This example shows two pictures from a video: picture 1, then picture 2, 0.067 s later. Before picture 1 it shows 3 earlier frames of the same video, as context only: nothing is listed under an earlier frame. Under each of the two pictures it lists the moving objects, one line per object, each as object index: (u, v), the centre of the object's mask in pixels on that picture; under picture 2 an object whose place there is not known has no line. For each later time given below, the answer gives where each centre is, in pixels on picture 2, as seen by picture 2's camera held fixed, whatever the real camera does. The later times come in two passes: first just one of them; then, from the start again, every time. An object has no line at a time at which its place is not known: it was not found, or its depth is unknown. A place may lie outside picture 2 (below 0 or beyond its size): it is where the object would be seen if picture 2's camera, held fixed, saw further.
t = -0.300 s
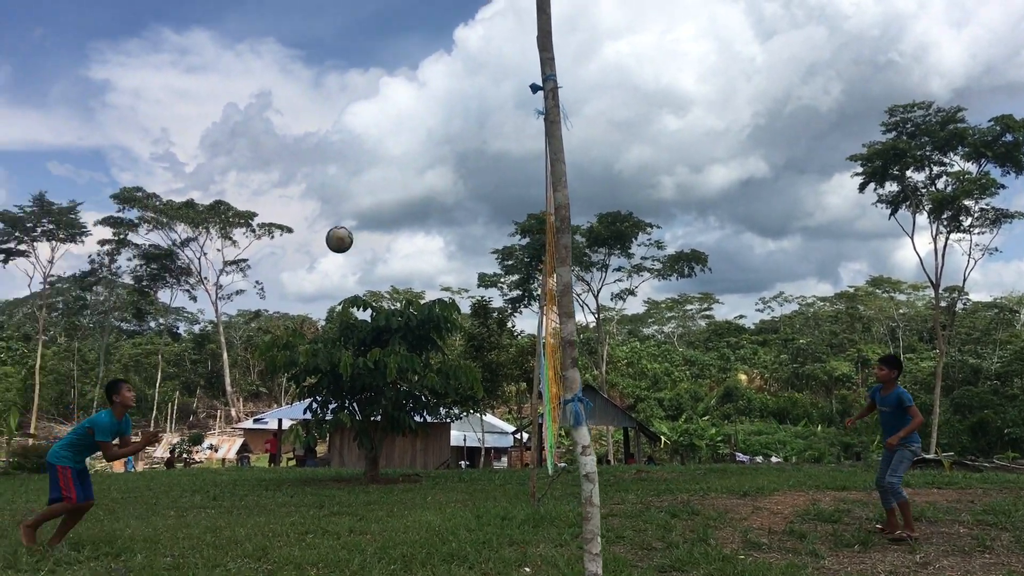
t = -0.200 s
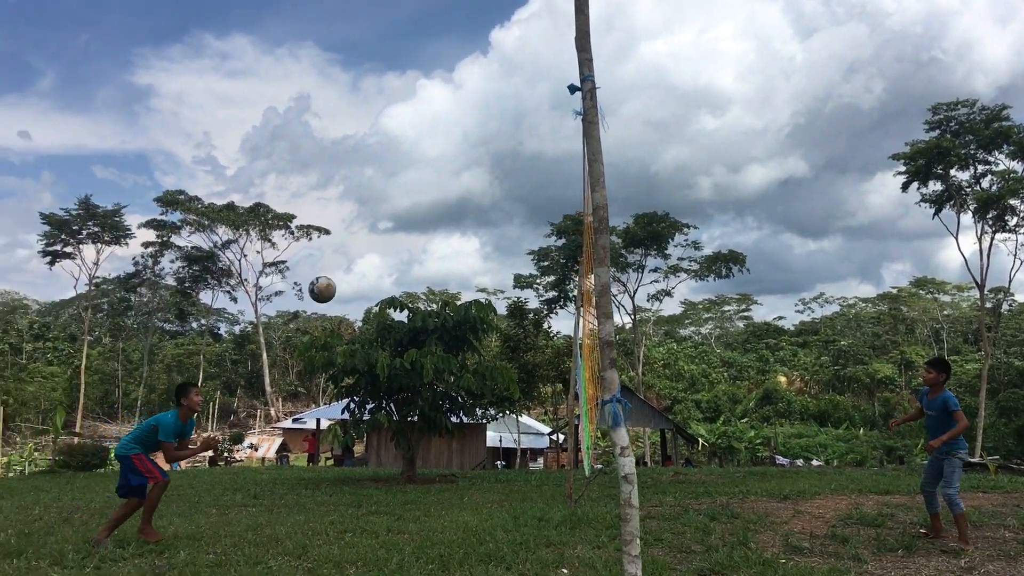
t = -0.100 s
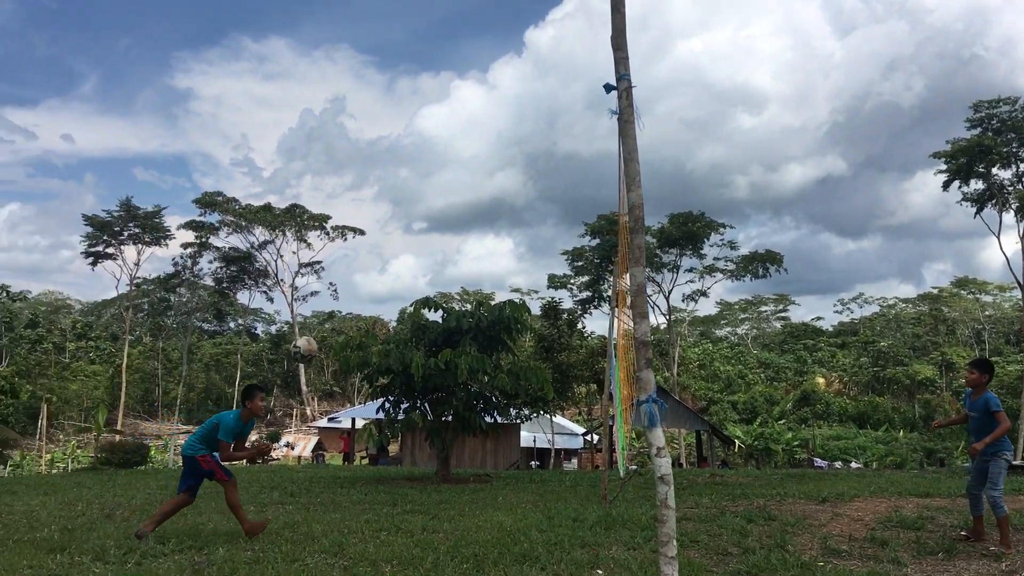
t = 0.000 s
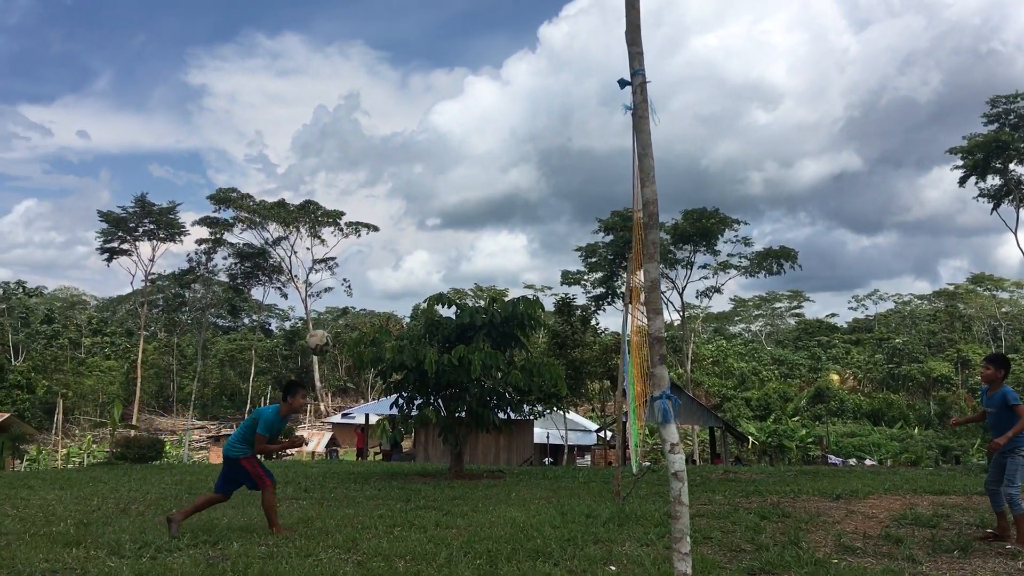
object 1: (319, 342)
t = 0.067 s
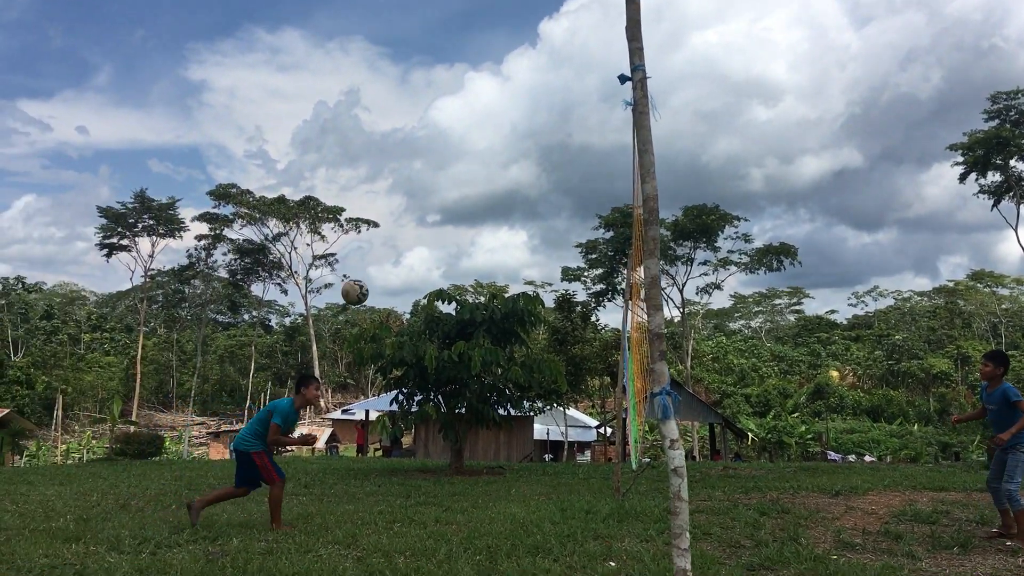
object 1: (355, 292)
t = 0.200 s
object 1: (423, 213)
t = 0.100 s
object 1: (372, 270)
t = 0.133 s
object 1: (389, 250)
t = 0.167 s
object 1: (406, 231)
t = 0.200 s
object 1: (423, 213)
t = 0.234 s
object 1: (439, 197)
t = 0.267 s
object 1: (456, 181)
